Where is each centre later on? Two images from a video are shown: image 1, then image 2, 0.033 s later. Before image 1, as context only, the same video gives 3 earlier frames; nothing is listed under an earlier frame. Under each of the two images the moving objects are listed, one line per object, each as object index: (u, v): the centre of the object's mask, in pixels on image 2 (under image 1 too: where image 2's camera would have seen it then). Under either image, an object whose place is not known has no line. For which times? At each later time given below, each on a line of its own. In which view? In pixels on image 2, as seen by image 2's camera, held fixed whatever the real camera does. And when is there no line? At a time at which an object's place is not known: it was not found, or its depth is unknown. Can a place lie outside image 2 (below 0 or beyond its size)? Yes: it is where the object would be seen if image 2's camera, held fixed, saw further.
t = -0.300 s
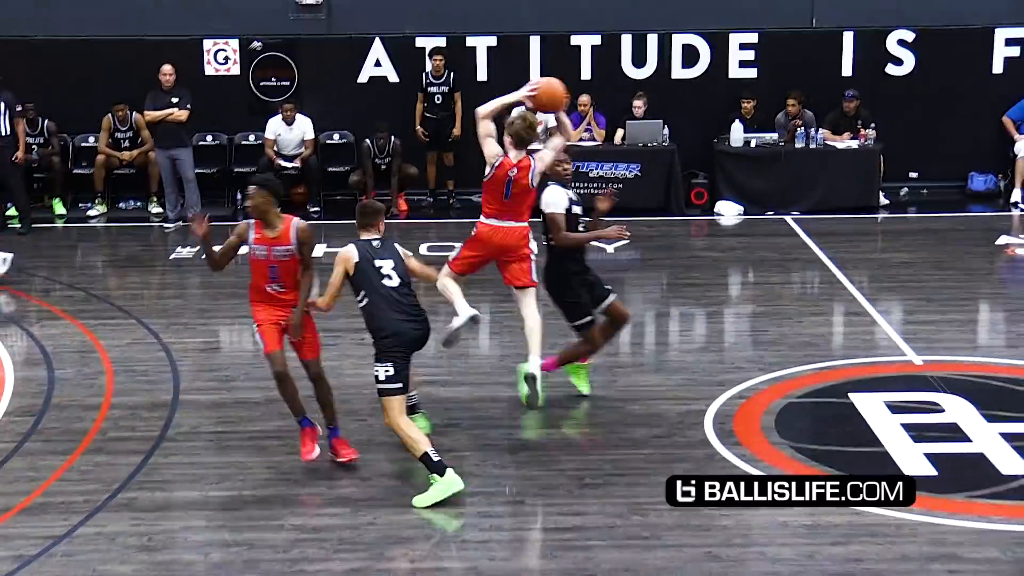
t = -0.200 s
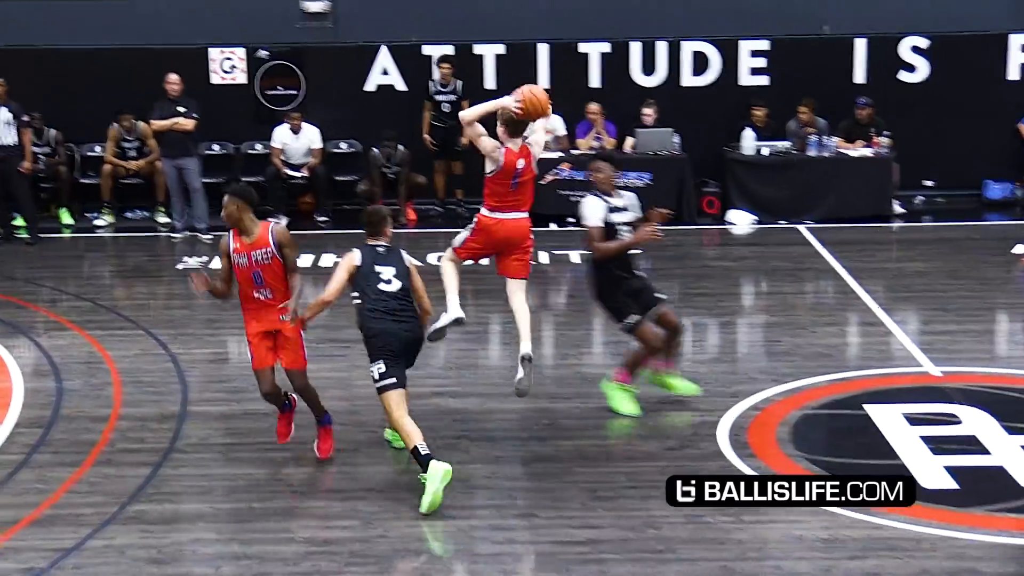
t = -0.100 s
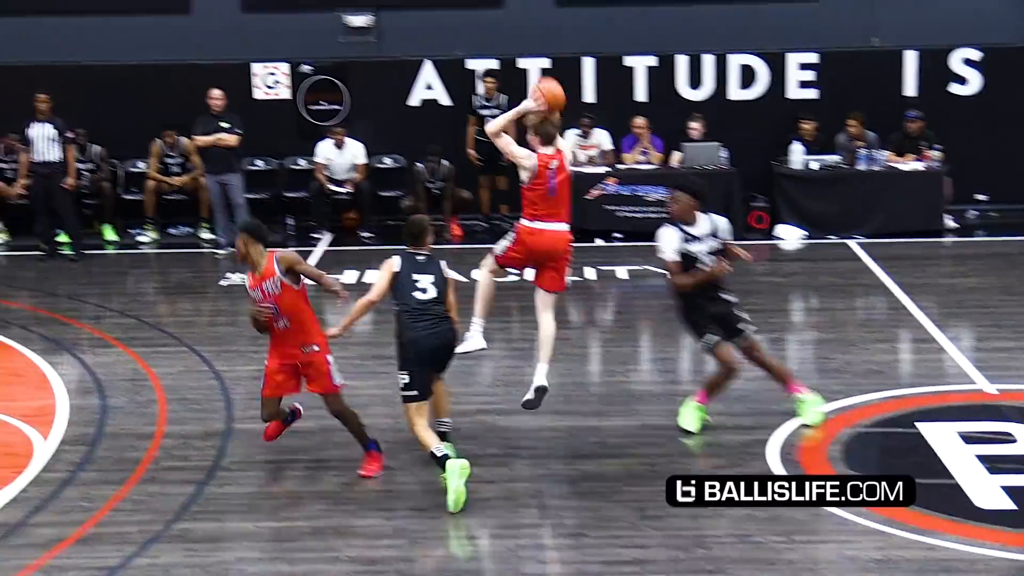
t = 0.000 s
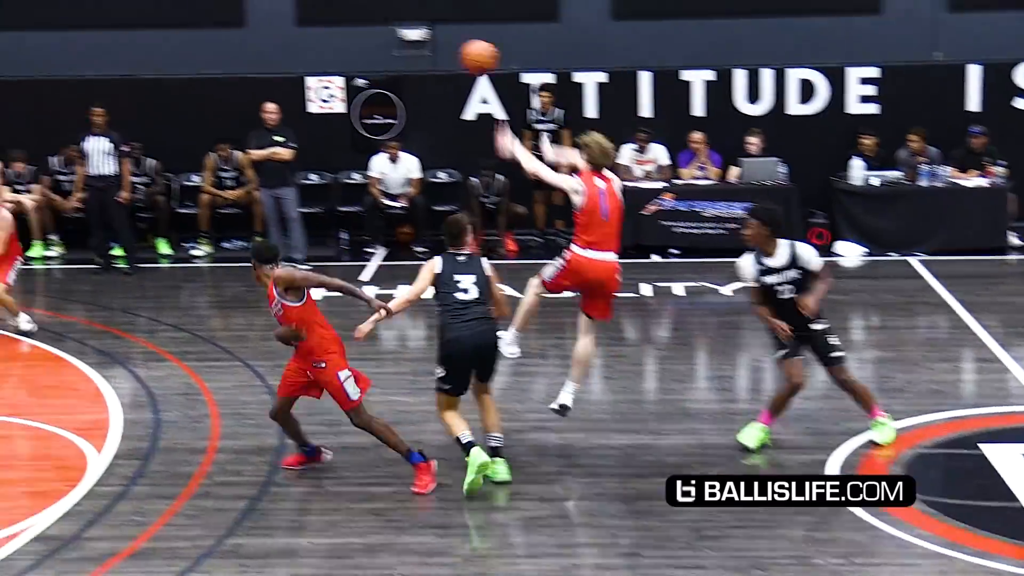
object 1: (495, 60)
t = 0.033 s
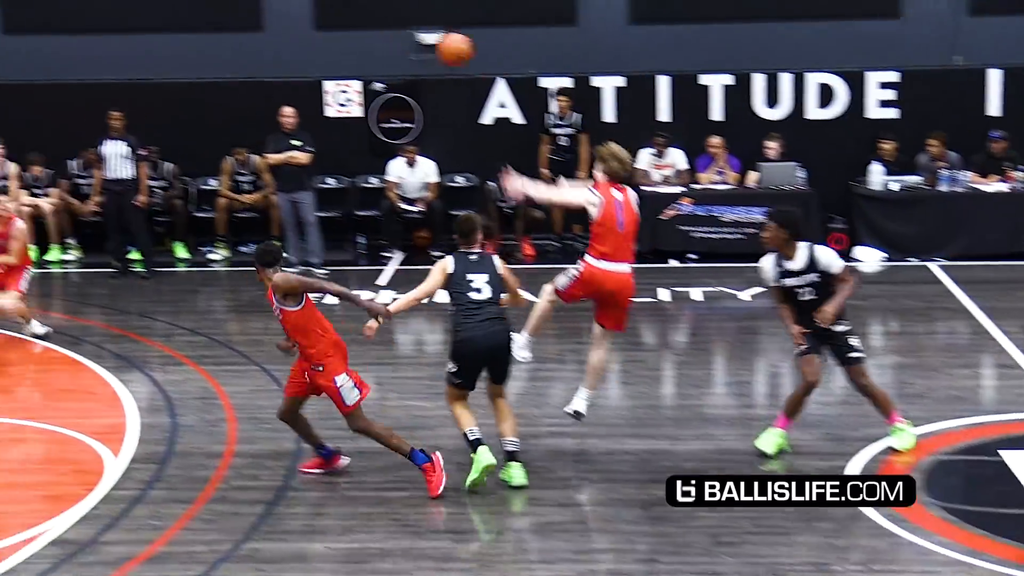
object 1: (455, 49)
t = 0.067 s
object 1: (416, 41)
